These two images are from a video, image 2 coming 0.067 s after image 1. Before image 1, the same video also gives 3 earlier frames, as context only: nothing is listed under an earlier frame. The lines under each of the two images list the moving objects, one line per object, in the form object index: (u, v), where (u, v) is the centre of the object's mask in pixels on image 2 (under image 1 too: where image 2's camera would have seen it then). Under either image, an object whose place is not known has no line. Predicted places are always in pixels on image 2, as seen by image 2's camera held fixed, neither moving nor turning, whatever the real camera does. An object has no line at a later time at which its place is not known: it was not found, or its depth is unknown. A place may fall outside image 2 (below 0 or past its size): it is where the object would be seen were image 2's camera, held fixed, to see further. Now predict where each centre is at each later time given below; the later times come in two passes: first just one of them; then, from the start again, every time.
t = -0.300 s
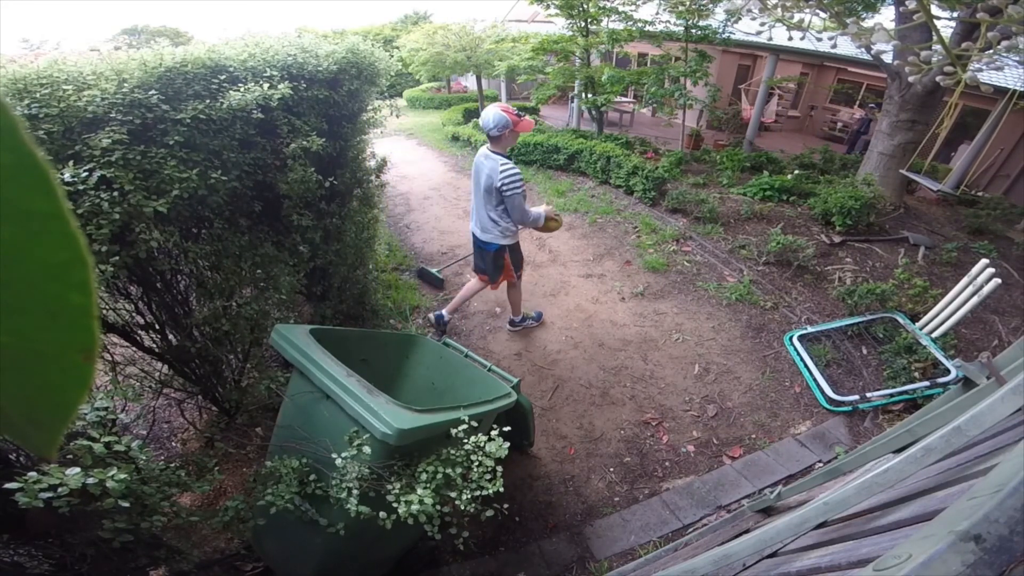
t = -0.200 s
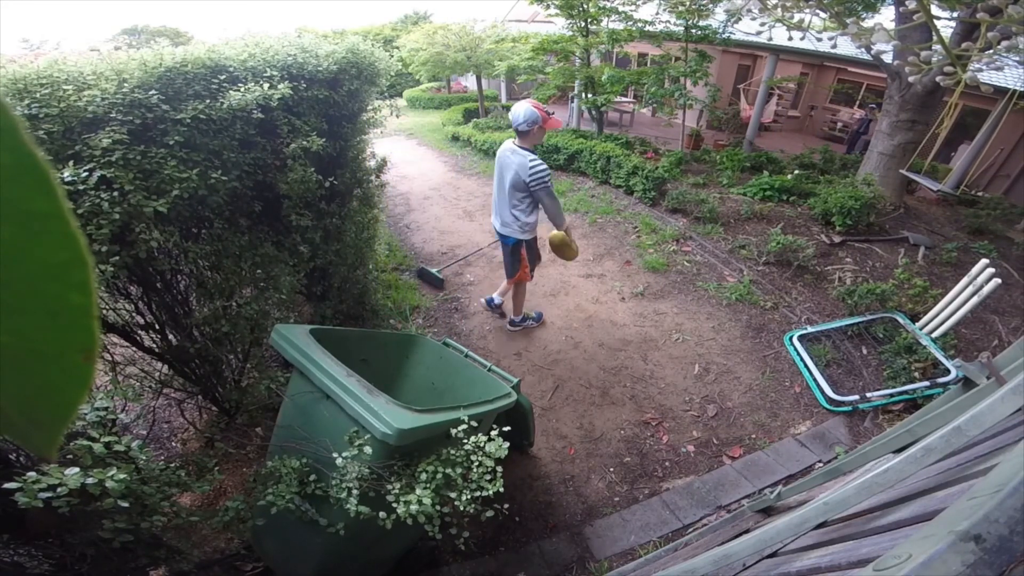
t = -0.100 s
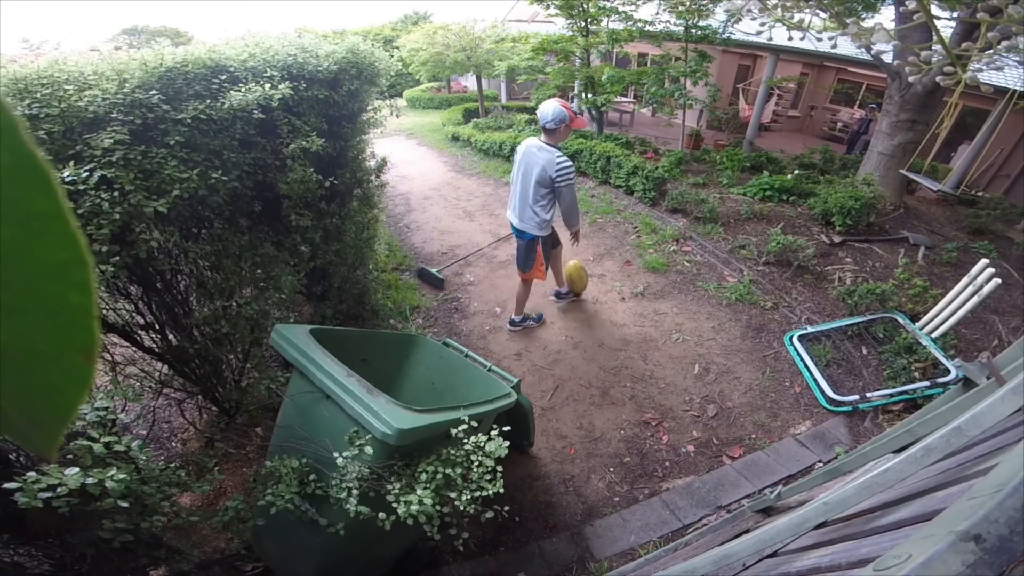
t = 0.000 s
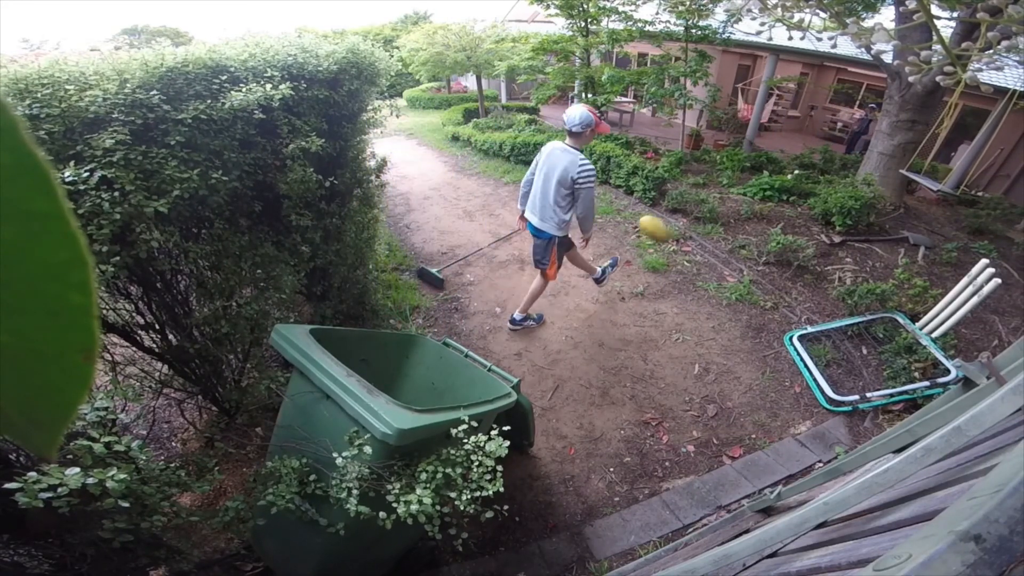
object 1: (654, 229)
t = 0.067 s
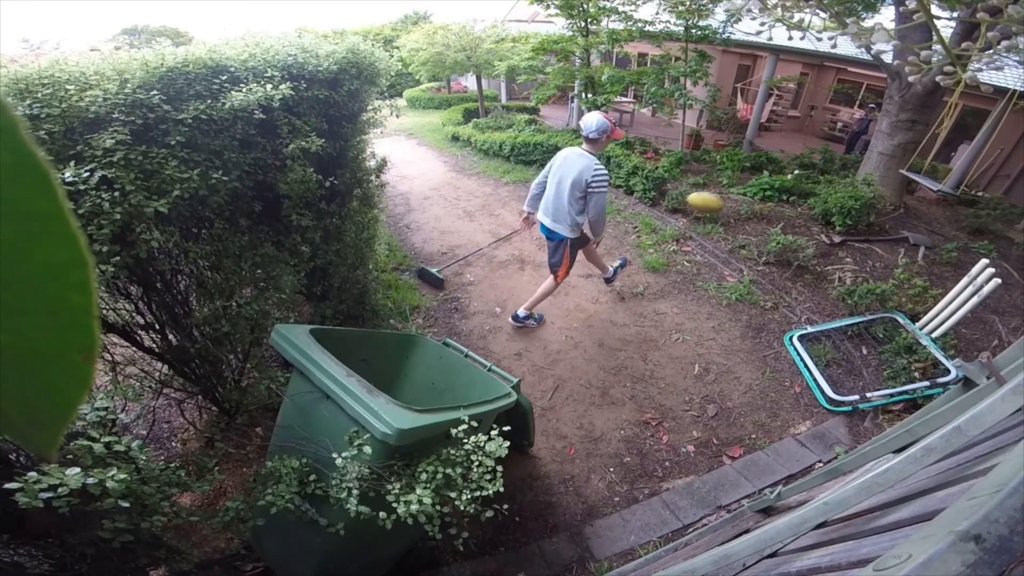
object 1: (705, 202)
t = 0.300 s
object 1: (835, 163)
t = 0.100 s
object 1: (728, 191)
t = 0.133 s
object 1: (750, 183)
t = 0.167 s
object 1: (770, 176)
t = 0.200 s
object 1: (789, 171)
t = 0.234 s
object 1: (806, 167)
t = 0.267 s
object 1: (822, 164)
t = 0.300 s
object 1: (835, 163)
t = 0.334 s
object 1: (849, 163)
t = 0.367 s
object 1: (860, 163)
